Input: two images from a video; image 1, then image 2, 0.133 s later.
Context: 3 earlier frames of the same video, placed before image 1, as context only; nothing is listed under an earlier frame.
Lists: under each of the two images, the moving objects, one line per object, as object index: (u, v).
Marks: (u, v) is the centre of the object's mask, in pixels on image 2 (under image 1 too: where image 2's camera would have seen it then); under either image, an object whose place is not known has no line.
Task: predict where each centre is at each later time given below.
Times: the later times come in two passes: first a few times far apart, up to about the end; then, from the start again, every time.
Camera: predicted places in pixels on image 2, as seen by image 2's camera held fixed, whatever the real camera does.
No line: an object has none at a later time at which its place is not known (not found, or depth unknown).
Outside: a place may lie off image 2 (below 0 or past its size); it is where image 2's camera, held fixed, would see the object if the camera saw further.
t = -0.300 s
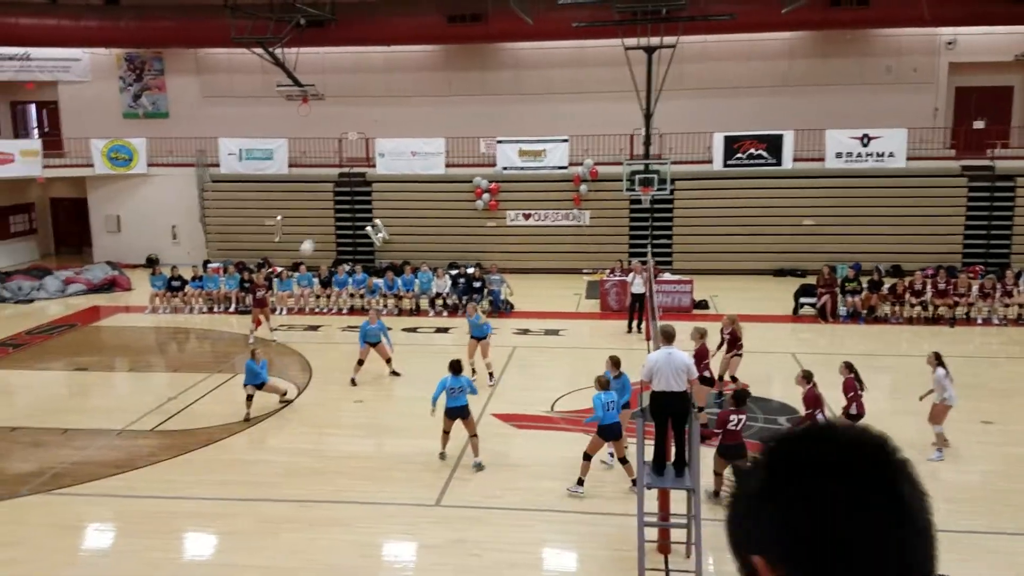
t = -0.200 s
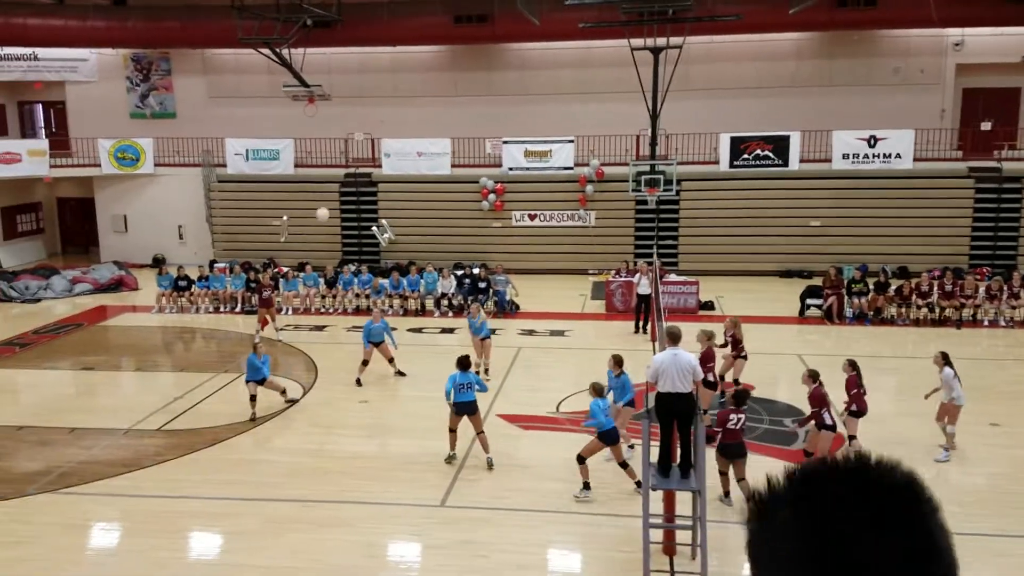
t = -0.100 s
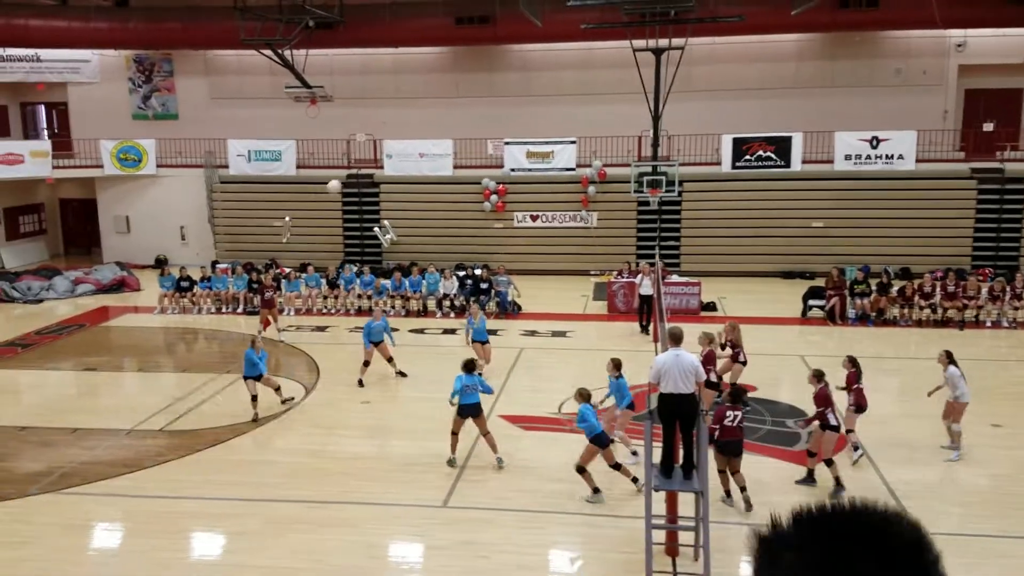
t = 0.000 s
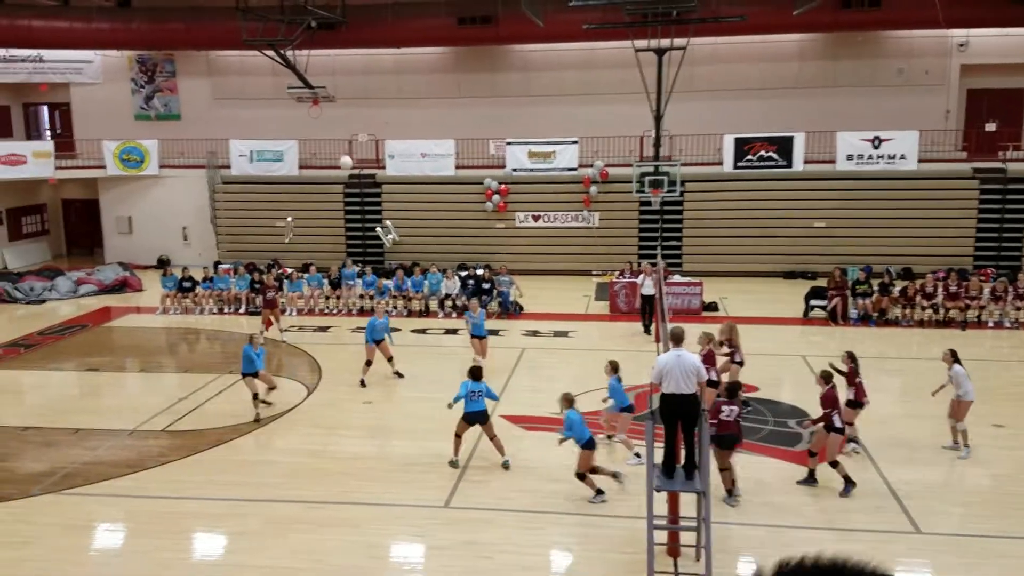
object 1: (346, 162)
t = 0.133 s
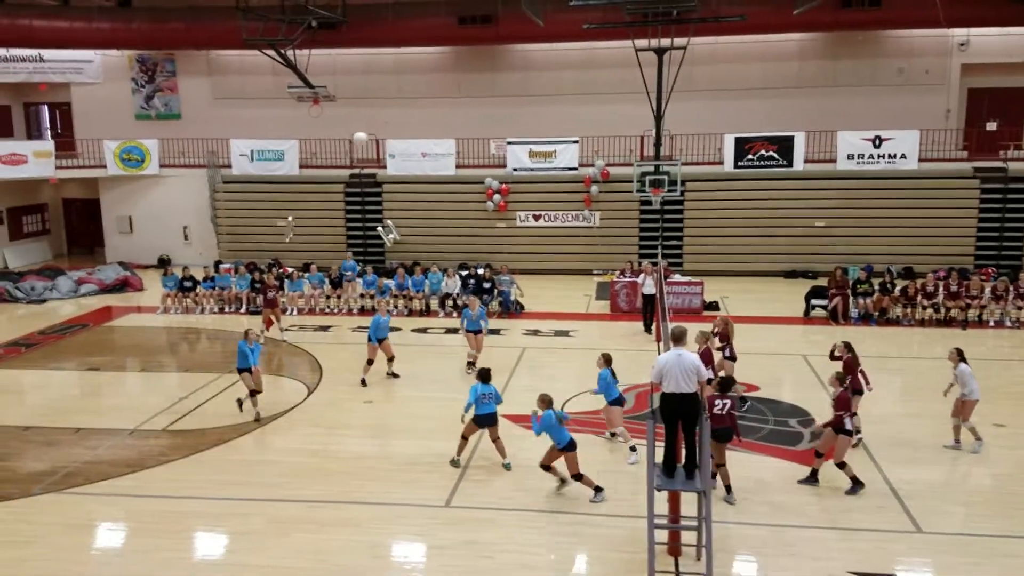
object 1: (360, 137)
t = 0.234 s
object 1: (369, 126)
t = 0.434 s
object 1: (391, 122)
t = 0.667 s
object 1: (418, 151)
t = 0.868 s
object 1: (443, 203)
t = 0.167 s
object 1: (363, 134)
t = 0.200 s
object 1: (366, 129)
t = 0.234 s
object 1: (369, 126)
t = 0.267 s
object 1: (373, 123)
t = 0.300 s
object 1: (377, 122)
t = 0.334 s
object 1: (380, 121)
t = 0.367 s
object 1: (384, 121)
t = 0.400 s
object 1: (387, 122)
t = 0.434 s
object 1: (391, 122)
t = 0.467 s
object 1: (395, 124)
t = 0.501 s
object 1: (399, 126)
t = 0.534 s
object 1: (403, 129)
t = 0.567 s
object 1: (406, 135)
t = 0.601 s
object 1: (410, 140)
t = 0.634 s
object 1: (414, 145)
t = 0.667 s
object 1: (418, 151)
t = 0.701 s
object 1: (423, 158)
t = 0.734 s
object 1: (426, 166)
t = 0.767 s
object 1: (430, 175)
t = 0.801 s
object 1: (435, 184)
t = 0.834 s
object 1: (439, 193)
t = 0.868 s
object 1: (443, 203)
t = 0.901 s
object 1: (447, 215)
